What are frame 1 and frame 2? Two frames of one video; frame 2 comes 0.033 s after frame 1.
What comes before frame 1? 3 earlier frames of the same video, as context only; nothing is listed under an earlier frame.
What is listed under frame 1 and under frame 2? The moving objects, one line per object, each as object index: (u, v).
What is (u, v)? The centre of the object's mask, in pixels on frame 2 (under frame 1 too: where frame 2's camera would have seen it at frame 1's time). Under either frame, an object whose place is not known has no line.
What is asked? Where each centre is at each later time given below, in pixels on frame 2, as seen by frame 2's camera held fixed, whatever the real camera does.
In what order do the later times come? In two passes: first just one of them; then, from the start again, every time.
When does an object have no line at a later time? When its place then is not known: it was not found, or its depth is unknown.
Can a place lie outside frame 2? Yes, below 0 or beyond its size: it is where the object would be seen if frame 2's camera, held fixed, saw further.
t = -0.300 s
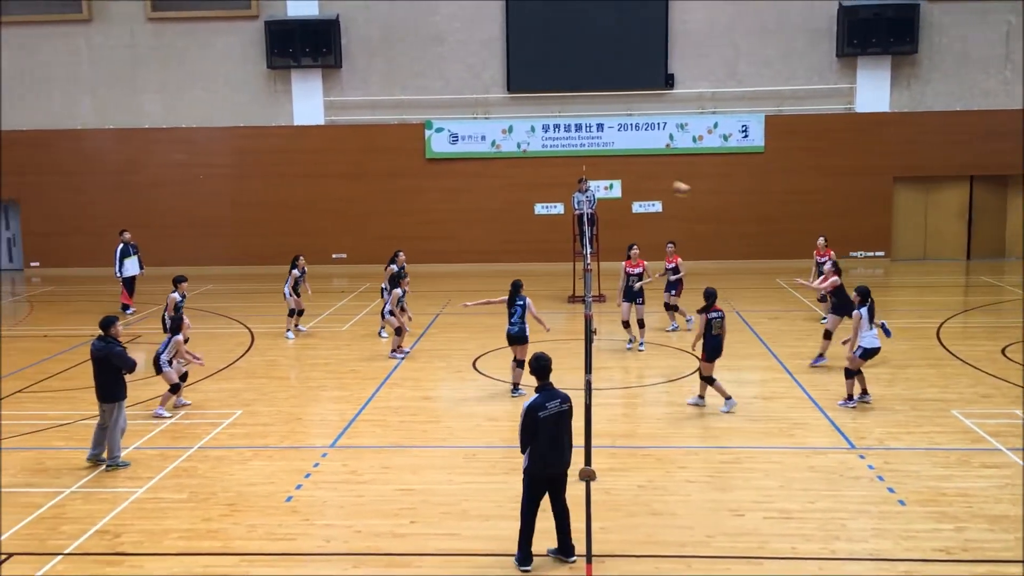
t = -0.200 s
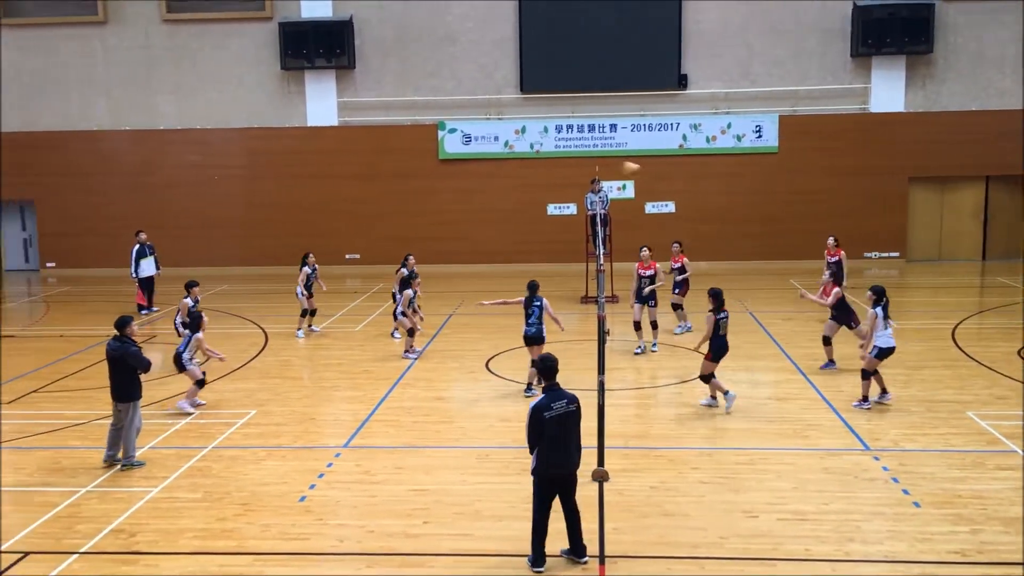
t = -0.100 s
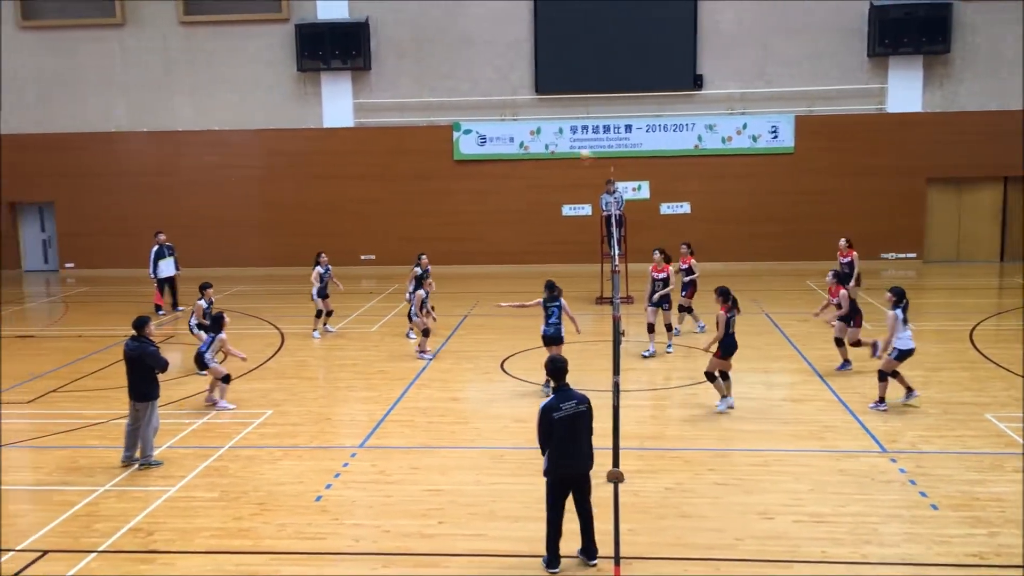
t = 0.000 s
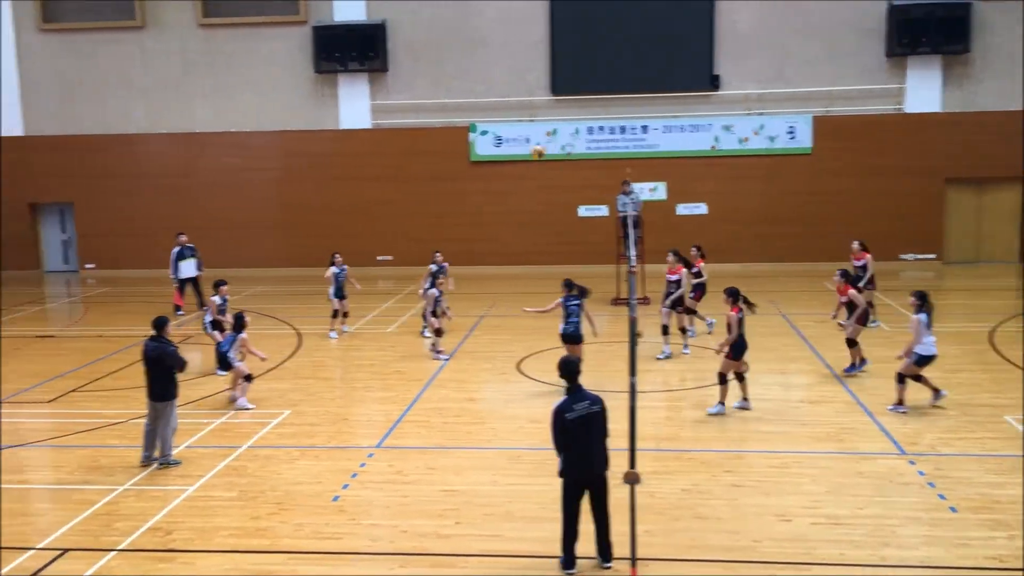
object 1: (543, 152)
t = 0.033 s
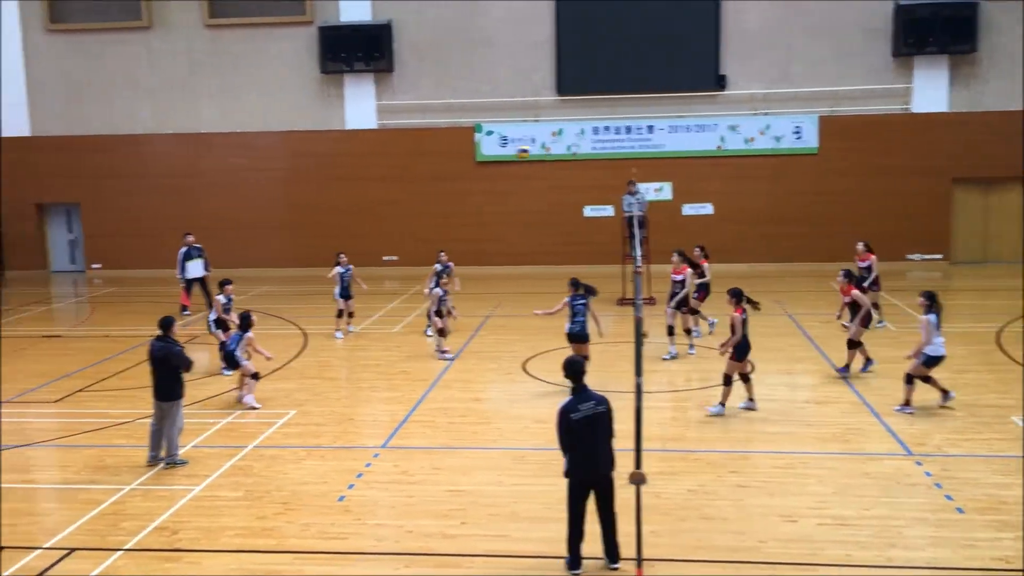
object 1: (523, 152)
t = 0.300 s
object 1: (372, 177)
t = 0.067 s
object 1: (502, 152)
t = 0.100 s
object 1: (483, 153)
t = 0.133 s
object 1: (465, 155)
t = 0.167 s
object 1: (446, 159)
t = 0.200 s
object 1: (428, 162)
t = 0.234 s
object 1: (409, 166)
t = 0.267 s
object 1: (390, 172)
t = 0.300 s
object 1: (372, 177)
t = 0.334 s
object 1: (354, 184)
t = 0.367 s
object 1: (336, 191)
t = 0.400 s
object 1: (320, 199)
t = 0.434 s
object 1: (302, 207)
